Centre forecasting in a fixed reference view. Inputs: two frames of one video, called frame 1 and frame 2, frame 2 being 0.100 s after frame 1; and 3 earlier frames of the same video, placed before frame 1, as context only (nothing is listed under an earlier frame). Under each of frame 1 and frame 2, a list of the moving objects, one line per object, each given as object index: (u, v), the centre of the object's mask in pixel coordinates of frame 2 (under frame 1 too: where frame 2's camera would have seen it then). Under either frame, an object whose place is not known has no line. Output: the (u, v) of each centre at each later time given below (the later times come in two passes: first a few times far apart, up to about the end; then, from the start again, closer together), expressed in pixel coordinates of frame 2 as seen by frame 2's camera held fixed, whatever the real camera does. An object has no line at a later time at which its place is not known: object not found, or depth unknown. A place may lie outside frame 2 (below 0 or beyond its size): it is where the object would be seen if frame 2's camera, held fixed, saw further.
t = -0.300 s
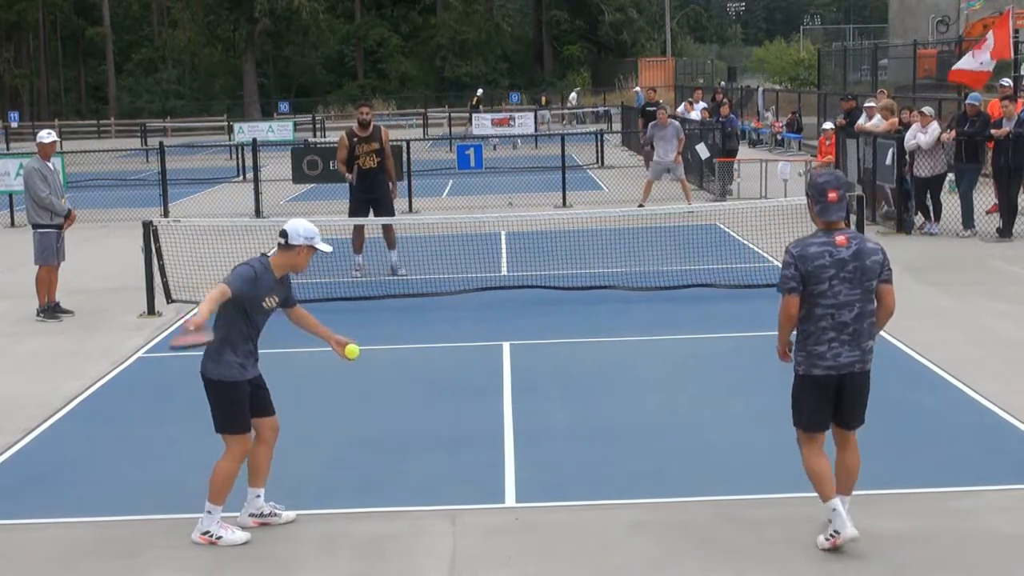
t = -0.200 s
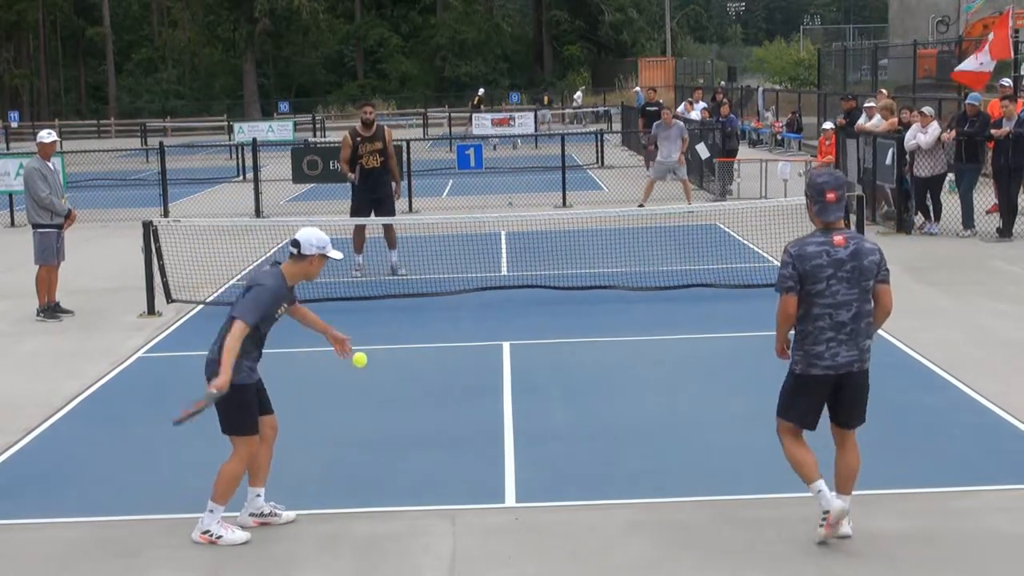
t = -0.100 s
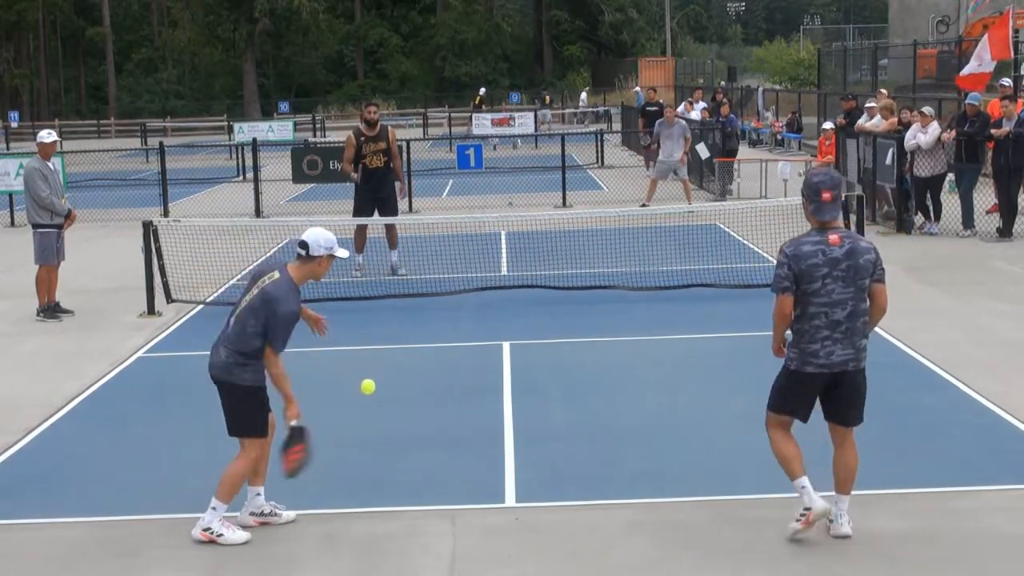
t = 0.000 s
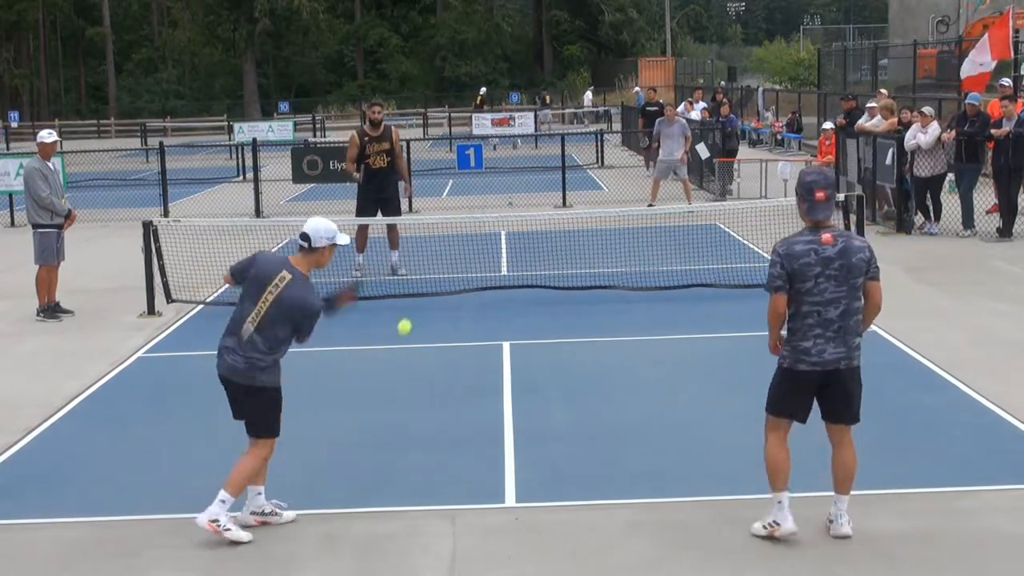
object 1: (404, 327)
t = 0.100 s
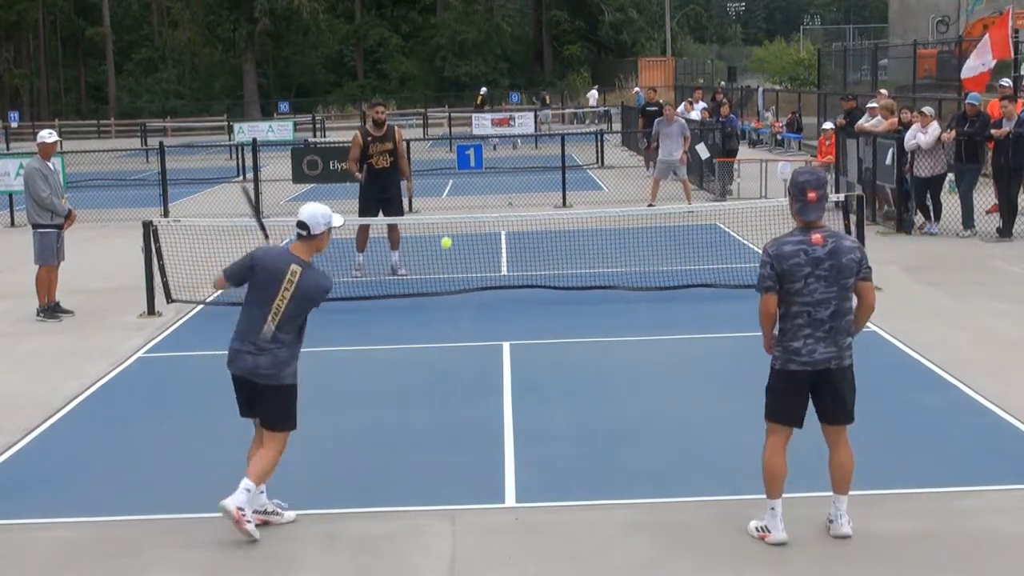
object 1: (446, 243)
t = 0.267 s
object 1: (488, 189)
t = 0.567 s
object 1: (527, 209)
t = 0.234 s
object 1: (481, 194)
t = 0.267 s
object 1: (488, 189)
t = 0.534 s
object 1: (524, 204)
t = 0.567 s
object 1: (527, 209)
